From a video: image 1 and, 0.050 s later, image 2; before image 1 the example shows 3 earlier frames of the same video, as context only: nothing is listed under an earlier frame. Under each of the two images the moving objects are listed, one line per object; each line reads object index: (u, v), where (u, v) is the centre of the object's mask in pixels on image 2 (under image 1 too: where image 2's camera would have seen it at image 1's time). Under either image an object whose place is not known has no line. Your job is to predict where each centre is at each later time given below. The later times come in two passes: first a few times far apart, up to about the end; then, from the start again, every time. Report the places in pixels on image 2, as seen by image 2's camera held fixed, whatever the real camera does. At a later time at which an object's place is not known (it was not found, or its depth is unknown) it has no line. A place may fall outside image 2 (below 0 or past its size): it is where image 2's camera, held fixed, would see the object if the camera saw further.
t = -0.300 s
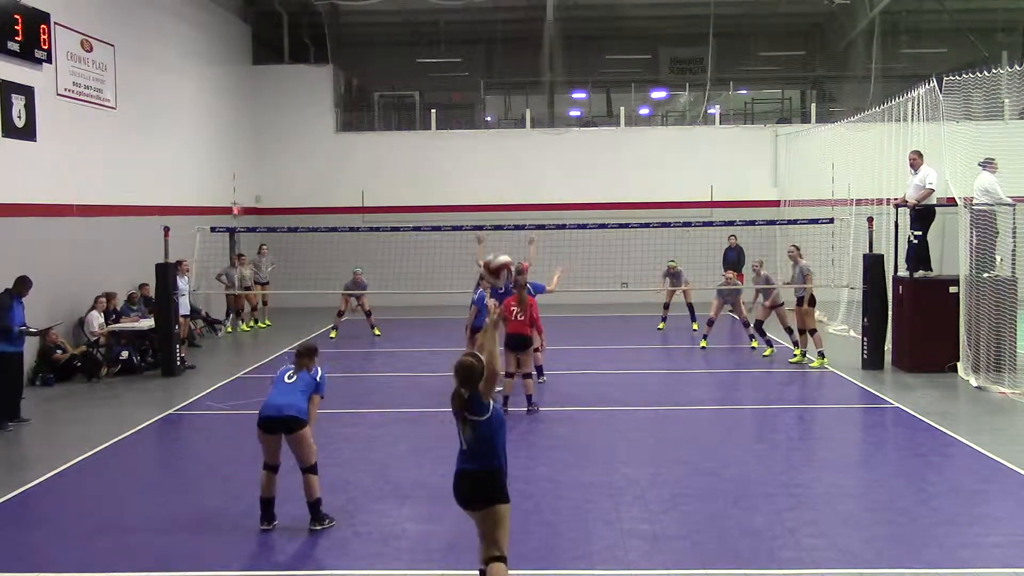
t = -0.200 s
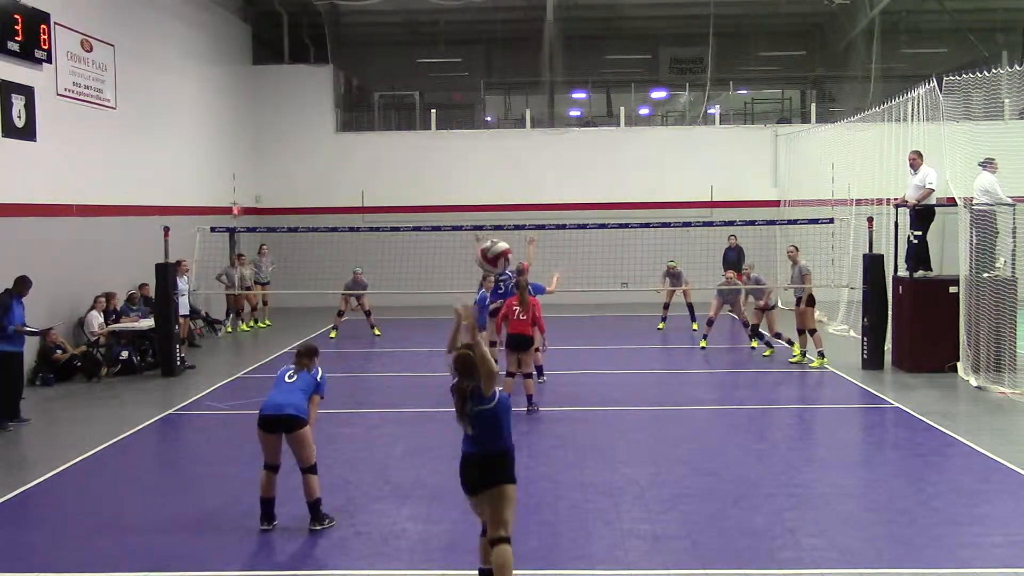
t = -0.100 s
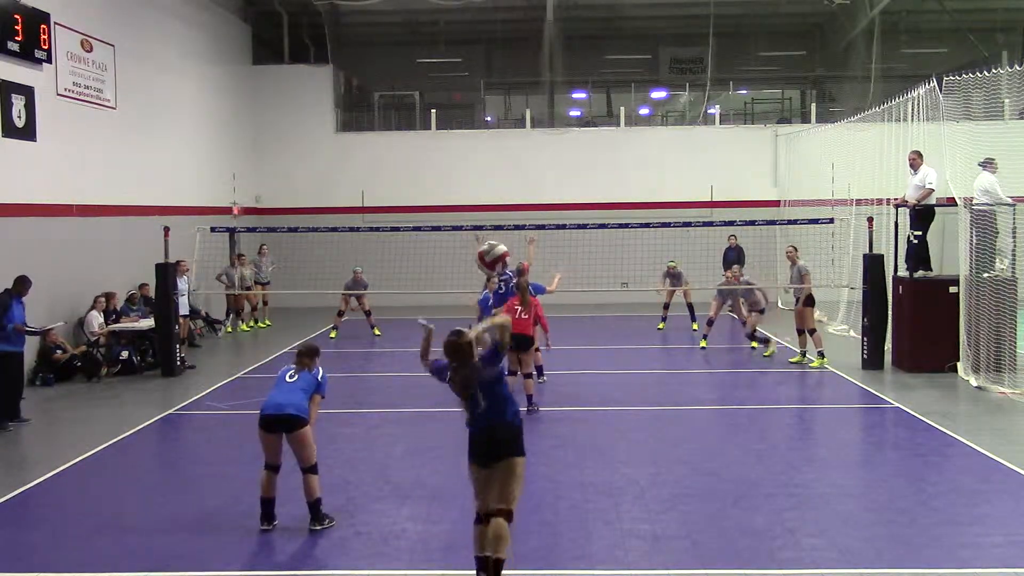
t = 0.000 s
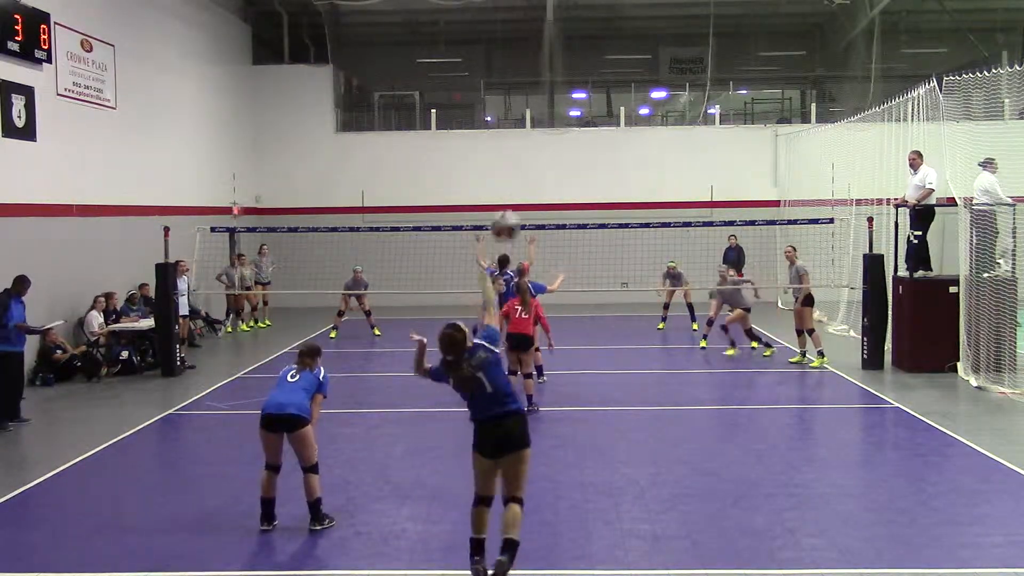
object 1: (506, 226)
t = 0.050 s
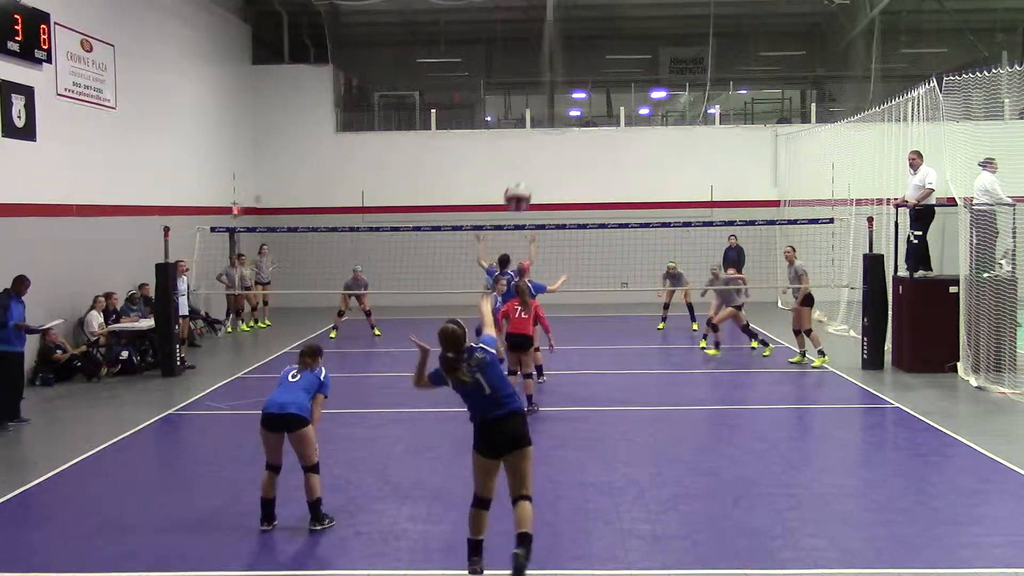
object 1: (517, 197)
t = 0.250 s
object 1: (554, 139)
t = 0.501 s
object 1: (582, 136)
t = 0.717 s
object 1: (601, 163)
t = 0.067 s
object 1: (521, 189)
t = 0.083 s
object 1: (524, 182)
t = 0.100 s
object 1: (527, 174)
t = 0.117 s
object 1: (532, 169)
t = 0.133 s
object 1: (534, 163)
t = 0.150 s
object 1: (537, 158)
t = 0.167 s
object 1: (540, 154)
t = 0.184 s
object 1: (543, 150)
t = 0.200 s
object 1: (546, 147)
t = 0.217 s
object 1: (549, 144)
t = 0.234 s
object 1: (552, 141)
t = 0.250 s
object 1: (554, 139)
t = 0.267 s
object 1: (556, 137)
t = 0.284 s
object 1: (560, 136)
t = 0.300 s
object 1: (562, 134)
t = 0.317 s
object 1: (564, 133)
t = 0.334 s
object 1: (565, 133)
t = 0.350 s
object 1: (567, 132)
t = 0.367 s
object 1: (569, 132)
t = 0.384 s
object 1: (571, 131)
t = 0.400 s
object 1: (572, 132)
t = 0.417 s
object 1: (574, 132)
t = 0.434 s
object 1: (575, 132)
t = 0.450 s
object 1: (577, 132)
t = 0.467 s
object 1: (580, 134)
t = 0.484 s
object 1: (581, 135)
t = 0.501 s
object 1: (582, 136)
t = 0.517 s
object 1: (583, 136)
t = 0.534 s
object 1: (585, 138)
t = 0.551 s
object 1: (587, 140)
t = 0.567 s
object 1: (589, 141)
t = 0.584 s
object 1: (590, 143)
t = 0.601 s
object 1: (592, 144)
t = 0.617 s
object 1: (593, 146)
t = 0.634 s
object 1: (595, 149)
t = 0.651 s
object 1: (596, 152)
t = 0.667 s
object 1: (598, 154)
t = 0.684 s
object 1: (599, 157)
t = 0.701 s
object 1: (600, 160)
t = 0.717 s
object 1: (601, 163)
